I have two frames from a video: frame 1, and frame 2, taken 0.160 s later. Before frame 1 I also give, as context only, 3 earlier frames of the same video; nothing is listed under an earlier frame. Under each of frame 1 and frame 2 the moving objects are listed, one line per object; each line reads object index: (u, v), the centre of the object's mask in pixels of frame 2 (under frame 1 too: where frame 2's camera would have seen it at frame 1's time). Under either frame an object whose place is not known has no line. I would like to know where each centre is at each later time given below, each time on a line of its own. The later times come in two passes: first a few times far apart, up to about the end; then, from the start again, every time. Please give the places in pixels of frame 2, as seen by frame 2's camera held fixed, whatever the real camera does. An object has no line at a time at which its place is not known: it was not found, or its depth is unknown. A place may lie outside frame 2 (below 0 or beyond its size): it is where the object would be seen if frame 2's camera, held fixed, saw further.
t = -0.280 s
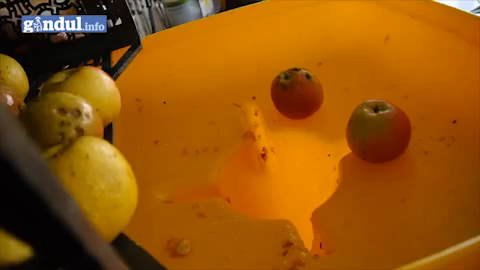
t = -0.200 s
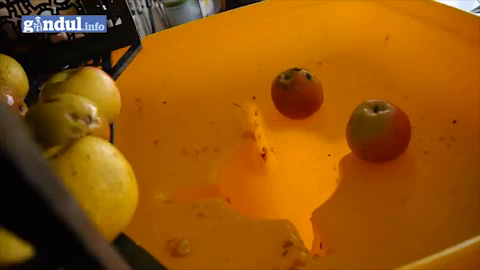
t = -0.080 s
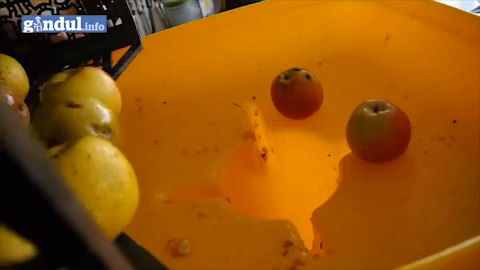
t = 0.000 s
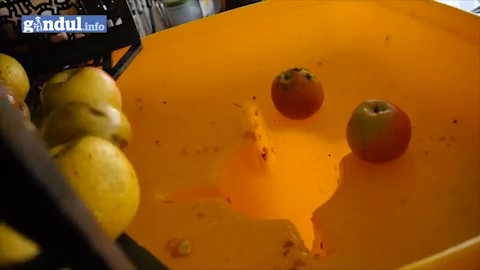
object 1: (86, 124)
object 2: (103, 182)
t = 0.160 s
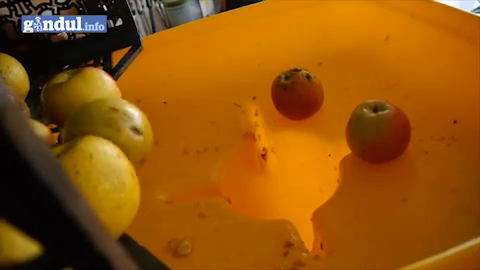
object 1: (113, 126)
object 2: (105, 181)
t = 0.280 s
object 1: (142, 139)
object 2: (104, 179)
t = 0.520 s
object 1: (219, 214)
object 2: (109, 176)
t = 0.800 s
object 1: (312, 183)
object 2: (114, 173)
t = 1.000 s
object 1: (352, 159)
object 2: (121, 170)
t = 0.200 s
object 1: (120, 129)
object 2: (104, 181)
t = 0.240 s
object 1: (131, 133)
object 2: (104, 180)
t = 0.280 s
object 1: (142, 139)
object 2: (104, 179)
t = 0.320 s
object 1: (152, 149)
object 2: (105, 179)
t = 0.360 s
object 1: (164, 162)
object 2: (106, 179)
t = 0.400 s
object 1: (176, 179)
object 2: (106, 178)
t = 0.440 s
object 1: (192, 195)
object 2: (106, 177)
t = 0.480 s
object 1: (207, 214)
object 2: (107, 177)
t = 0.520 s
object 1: (219, 214)
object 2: (109, 176)
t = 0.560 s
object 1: (230, 203)
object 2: (110, 176)
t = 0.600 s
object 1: (242, 193)
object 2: (110, 175)
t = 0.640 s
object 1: (255, 185)
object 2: (111, 175)
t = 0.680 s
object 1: (269, 180)
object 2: (112, 174)
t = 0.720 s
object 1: (283, 178)
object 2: (113, 174)
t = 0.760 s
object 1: (297, 179)
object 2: (113, 173)
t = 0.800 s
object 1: (312, 183)
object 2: (114, 173)
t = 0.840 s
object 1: (324, 185)
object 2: (115, 172)
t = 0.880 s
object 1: (333, 172)
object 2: (116, 172)
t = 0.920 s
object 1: (342, 164)
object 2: (118, 172)
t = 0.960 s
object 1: (349, 160)
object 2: (119, 171)
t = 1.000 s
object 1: (352, 159)
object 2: (121, 170)
